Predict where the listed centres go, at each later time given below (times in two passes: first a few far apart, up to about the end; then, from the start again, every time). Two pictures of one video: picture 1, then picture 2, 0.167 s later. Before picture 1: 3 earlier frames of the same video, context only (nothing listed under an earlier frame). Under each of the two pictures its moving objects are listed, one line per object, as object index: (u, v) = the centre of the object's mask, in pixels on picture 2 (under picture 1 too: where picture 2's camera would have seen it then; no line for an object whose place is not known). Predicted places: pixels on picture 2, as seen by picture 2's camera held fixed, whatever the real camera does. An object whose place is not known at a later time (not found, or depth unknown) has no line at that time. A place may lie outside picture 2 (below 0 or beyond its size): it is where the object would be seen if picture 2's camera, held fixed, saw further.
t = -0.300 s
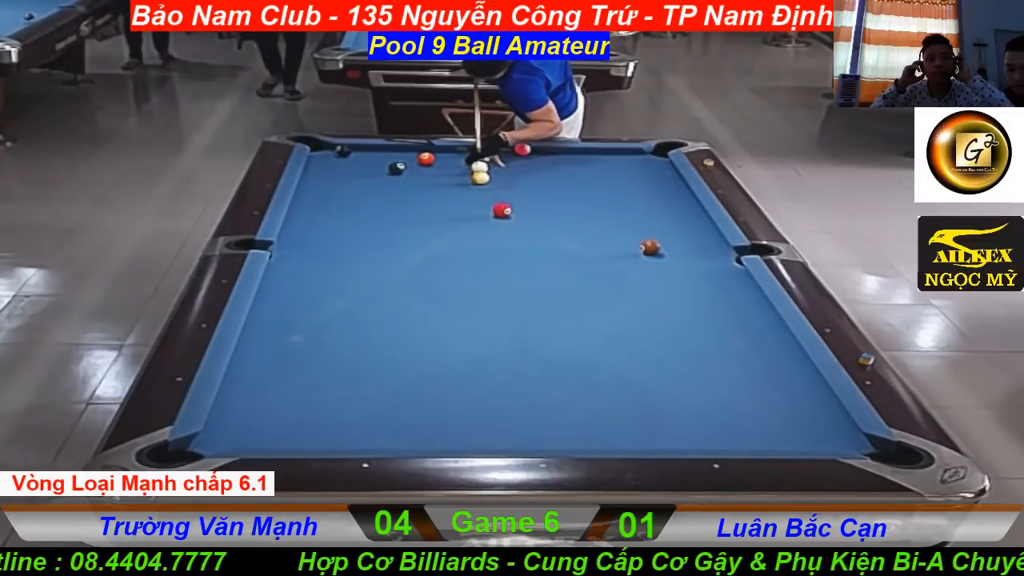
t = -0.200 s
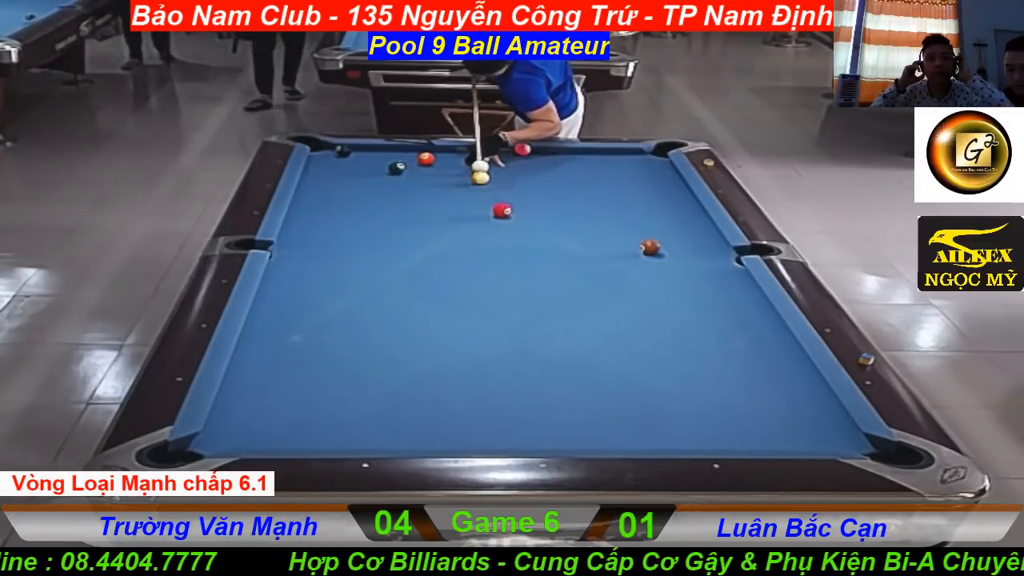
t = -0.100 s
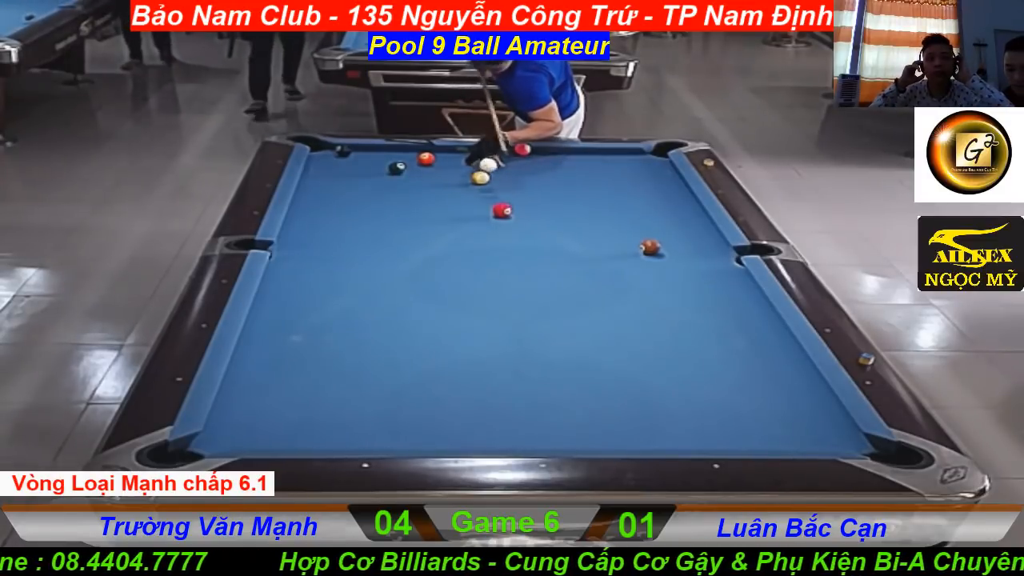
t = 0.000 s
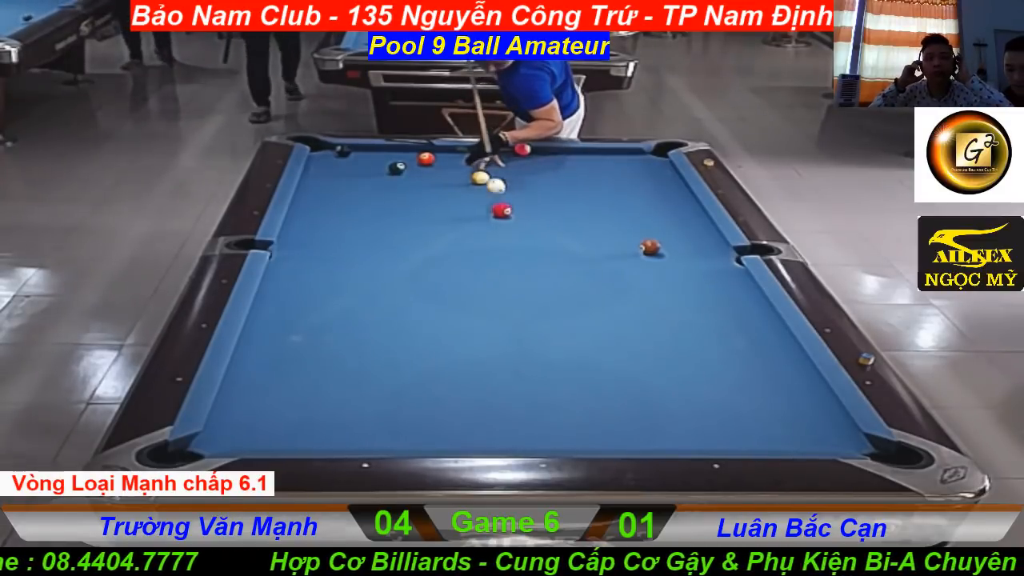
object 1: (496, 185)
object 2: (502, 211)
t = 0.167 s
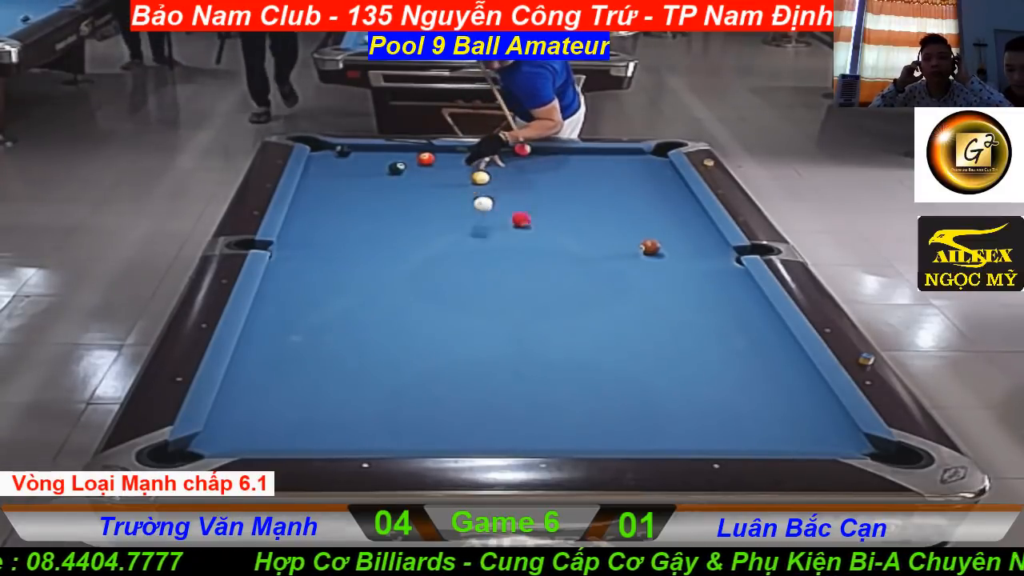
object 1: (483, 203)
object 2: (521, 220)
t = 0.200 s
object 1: (479, 212)
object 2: (526, 223)
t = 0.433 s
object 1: (451, 251)
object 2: (559, 239)
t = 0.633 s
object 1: (427, 269)
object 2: (589, 254)
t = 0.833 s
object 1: (405, 279)
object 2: (620, 269)
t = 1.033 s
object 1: (382, 288)
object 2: (653, 285)
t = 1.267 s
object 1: (356, 299)
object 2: (692, 305)
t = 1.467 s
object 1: (333, 309)
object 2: (728, 322)
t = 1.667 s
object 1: (311, 318)
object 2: (765, 341)
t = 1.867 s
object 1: (289, 328)
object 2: (791, 358)
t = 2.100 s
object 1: (264, 339)
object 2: (788, 376)
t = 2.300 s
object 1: (250, 347)
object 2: (785, 393)
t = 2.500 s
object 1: (257, 354)
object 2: (782, 408)
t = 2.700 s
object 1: (265, 360)
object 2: (780, 425)
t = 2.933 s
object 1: (273, 367)
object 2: (776, 441)
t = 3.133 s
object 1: (279, 372)
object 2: (763, 436)
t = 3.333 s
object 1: (286, 377)
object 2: (749, 427)
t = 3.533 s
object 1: (292, 381)
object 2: (738, 420)
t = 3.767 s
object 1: (299, 386)
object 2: (726, 411)
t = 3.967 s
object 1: (304, 389)
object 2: (717, 405)
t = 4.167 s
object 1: (308, 391)
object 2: (709, 399)
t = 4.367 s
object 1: (312, 393)
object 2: (703, 395)
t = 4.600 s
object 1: (314, 395)
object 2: (697, 390)
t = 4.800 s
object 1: (317, 396)
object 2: (693, 387)
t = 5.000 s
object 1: (318, 396)
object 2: (689, 384)
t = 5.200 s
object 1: (318, 396)
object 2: (686, 382)
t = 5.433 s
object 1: (318, 396)
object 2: (683, 380)
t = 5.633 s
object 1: (318, 396)
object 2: (682, 379)
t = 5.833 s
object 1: (318, 396)
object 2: (682, 379)
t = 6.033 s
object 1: (318, 396)
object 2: (683, 380)
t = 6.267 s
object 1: (318, 396)
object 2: (683, 379)
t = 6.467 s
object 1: (318, 396)
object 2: (682, 379)
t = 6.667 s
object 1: (318, 396)
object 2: (682, 379)
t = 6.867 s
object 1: (318, 396)
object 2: (682, 379)
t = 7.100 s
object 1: (318, 396)
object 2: (683, 379)
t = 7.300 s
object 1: (318, 396)
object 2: (682, 379)
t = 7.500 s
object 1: (318, 396)
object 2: (683, 379)
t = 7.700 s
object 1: (318, 396)
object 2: (683, 379)
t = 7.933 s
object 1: (318, 396)
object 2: (683, 379)
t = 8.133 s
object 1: (318, 396)
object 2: (683, 379)
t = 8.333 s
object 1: (318, 396)
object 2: (683, 379)
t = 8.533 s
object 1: (318, 396)
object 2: (683, 379)
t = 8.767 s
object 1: (318, 396)
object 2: (683, 379)
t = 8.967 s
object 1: (318, 396)
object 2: (683, 379)
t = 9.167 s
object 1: (318, 396)
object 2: (683, 379)
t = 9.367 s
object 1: (318, 396)
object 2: (683, 380)
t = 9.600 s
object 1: (318, 396)
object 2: (683, 380)
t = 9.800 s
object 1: (318, 396)
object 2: (682, 379)
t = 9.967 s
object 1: (318, 396)
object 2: (683, 379)
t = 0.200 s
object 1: (479, 212)
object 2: (526, 223)
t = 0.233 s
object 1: (475, 224)
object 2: (530, 225)
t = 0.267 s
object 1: (471, 234)
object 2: (535, 227)
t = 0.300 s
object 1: (467, 233)
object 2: (540, 230)
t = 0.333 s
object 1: (463, 236)
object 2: (545, 232)
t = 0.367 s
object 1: (460, 240)
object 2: (550, 234)
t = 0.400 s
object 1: (455, 249)
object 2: (554, 237)
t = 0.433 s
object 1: (451, 251)
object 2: (559, 239)
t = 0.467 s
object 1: (447, 255)
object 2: (564, 241)
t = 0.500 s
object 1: (443, 259)
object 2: (568, 244)
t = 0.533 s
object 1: (439, 262)
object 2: (574, 246)
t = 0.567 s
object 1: (435, 265)
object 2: (579, 249)
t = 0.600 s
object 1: (431, 267)
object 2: (584, 251)
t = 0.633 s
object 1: (427, 269)
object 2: (589, 254)
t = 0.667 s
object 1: (424, 271)
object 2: (594, 256)
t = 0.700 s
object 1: (420, 272)
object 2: (599, 259)
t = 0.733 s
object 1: (416, 274)
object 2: (604, 262)
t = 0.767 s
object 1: (412, 275)
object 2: (610, 264)
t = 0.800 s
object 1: (409, 277)
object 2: (615, 267)
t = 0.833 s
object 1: (405, 279)
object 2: (620, 269)
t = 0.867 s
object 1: (401, 280)
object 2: (626, 272)
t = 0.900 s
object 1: (397, 282)
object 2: (631, 274)
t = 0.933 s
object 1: (393, 283)
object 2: (636, 277)
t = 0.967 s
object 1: (390, 285)
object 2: (641, 279)
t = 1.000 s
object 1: (386, 286)
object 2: (647, 283)
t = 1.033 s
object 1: (382, 288)
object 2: (653, 285)
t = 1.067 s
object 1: (379, 289)
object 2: (658, 288)
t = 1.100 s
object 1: (375, 291)
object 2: (664, 291)
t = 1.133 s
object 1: (371, 293)
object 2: (669, 293)
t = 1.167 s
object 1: (367, 294)
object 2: (675, 296)
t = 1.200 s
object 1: (363, 296)
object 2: (681, 299)
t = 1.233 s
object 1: (360, 298)
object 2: (686, 302)
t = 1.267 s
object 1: (356, 299)
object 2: (692, 305)
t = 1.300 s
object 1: (352, 301)
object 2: (698, 308)
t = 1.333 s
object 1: (348, 303)
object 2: (704, 310)
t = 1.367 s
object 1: (345, 304)
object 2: (710, 313)
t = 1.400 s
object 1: (341, 305)
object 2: (716, 316)
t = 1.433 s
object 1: (337, 307)
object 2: (722, 319)
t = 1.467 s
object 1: (333, 309)
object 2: (728, 322)
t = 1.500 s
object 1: (330, 311)
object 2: (734, 325)
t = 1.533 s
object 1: (326, 312)
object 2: (740, 328)
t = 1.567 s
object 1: (322, 314)
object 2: (746, 331)
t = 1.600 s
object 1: (319, 315)
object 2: (753, 334)
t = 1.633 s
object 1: (315, 317)
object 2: (759, 337)
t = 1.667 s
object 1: (311, 318)
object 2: (765, 341)
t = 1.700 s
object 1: (307, 320)
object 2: (772, 344)
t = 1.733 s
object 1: (304, 321)
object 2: (778, 347)
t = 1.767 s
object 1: (300, 323)
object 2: (784, 350)
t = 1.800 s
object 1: (296, 325)
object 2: (791, 353)
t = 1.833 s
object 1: (292, 326)
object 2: (792, 356)
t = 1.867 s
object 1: (289, 328)
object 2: (791, 358)
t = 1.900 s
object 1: (285, 329)
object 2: (791, 361)
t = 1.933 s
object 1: (282, 331)
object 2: (790, 363)
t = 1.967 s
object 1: (279, 332)
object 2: (790, 366)
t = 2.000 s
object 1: (275, 334)
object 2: (790, 369)
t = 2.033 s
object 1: (271, 335)
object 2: (789, 371)
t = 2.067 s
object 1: (267, 337)
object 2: (789, 374)
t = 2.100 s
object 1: (264, 339)
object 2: (788, 376)
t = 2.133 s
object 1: (260, 340)
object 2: (788, 379)
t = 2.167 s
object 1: (257, 342)
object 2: (787, 382)
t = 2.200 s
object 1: (253, 343)
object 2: (787, 384)
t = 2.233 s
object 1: (249, 345)
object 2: (786, 386)
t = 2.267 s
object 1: (249, 346)
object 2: (786, 389)
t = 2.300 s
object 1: (250, 347)
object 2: (785, 393)
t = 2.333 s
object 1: (252, 349)
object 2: (785, 395)
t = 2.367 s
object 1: (253, 350)
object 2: (785, 397)
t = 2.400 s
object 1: (254, 351)
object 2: (784, 400)
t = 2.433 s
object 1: (255, 352)
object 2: (783, 403)
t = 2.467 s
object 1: (256, 353)
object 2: (783, 406)
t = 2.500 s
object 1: (257, 354)
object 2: (782, 408)
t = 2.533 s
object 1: (259, 355)
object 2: (782, 411)
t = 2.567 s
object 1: (260, 356)
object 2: (781, 414)
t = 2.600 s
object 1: (261, 357)
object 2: (781, 417)
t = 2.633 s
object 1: (262, 358)
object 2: (780, 419)
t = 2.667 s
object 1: (264, 359)
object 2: (780, 422)
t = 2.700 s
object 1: (265, 360)
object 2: (780, 425)
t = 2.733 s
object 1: (266, 361)
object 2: (779, 428)
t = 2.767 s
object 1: (267, 362)
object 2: (779, 430)
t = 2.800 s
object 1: (268, 363)
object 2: (778, 433)
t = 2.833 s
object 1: (270, 364)
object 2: (778, 435)
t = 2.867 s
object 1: (270, 365)
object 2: (777, 437)
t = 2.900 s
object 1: (271, 366)
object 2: (777, 439)
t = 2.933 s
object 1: (273, 367)
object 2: (776, 441)
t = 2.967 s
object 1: (274, 368)
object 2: (774, 441)
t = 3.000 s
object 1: (275, 369)
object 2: (772, 439)
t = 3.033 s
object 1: (276, 370)
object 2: (769, 438)
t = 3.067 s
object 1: (277, 371)
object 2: (767, 438)
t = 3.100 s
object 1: (278, 371)
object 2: (765, 437)
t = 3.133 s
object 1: (279, 372)
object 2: (763, 436)
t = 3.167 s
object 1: (281, 373)
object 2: (761, 435)
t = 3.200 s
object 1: (282, 374)
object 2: (759, 434)
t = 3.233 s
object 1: (283, 375)
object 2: (757, 433)
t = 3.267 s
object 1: (284, 376)
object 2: (753, 431)
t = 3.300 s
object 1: (285, 376)
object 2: (752, 428)
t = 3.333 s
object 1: (286, 377)
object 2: (749, 427)
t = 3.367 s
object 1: (287, 378)
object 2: (747, 426)
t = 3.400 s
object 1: (288, 379)
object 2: (745, 425)
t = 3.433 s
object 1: (289, 379)
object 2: (743, 423)
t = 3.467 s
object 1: (290, 380)
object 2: (741, 422)
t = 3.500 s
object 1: (291, 381)
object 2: (740, 421)
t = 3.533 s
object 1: (292, 381)
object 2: (738, 420)
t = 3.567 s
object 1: (293, 382)
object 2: (736, 418)
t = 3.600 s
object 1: (294, 383)
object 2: (734, 417)
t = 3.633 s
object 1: (295, 383)
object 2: (732, 416)
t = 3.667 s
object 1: (296, 384)
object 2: (731, 415)
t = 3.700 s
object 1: (297, 384)
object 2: (729, 413)
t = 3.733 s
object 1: (298, 385)
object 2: (727, 412)
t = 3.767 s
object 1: (299, 386)
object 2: (726, 411)
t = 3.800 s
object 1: (300, 386)
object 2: (724, 410)
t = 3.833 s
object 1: (300, 387)
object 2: (722, 409)
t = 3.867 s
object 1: (301, 387)
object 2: (721, 408)
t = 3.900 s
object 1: (302, 388)
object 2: (720, 407)
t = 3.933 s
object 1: (303, 388)
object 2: (718, 406)
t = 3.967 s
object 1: (304, 389)
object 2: (717, 405)
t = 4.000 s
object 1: (305, 389)
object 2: (715, 404)
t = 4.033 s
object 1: (305, 390)
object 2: (714, 403)
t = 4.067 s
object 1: (306, 390)
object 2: (713, 402)
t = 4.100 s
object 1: (307, 390)
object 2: (712, 401)
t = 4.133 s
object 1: (308, 391)
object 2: (710, 400)
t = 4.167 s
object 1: (308, 391)
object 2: (709, 399)
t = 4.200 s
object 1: (309, 392)
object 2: (708, 399)
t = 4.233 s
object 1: (309, 392)
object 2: (707, 398)
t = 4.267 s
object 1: (310, 392)
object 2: (706, 397)
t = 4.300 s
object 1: (310, 393)
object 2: (704, 396)
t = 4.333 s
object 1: (311, 393)
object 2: (704, 395)
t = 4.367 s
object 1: (312, 393)
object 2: (703, 395)
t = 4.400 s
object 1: (312, 394)
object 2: (702, 394)
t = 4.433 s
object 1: (312, 394)
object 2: (701, 394)
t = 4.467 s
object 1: (313, 394)
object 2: (700, 393)
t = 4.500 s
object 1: (313, 394)
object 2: (699, 392)
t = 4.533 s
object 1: (314, 395)
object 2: (698, 391)
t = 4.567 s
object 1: (314, 395)
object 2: (698, 391)
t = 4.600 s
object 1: (314, 395)
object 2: (697, 390)
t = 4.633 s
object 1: (315, 395)
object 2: (696, 390)
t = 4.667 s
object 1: (315, 395)
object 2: (695, 389)
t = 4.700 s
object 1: (316, 396)
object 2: (694, 389)
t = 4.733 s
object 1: (316, 396)
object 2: (694, 388)
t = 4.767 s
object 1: (316, 396)
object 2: (693, 387)
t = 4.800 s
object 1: (317, 396)
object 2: (693, 387)
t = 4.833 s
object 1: (317, 396)
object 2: (692, 386)
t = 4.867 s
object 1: (317, 396)
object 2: (691, 386)
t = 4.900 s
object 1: (317, 396)
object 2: (691, 385)
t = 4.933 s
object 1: (317, 396)
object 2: (690, 385)
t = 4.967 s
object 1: (318, 396)
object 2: (689, 384)
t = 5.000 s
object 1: (318, 396)
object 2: (689, 384)
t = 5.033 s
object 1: (318, 396)
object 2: (688, 384)
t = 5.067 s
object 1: (318, 396)
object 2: (688, 383)
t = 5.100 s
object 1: (318, 396)
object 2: (688, 383)
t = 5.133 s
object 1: (318, 396)
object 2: (687, 382)
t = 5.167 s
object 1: (318, 396)
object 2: (687, 382)
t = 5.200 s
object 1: (318, 396)
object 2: (686, 382)
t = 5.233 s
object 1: (318, 396)
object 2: (686, 382)
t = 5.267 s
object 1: (318, 396)
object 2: (685, 381)
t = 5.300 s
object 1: (318, 396)
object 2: (685, 381)
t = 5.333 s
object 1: (318, 396)
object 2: (684, 381)
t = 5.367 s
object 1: (318, 396)
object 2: (684, 381)
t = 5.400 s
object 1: (318, 396)
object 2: (684, 380)
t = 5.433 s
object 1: (318, 396)
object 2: (683, 380)
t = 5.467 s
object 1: (318, 396)
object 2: (683, 380)
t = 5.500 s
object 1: (318, 396)
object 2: (683, 380)
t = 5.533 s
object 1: (318, 396)
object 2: (683, 380)
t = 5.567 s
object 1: (318, 396)
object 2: (682, 380)
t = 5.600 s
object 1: (318, 396)
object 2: (682, 379)
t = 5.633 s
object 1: (318, 396)
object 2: (682, 379)
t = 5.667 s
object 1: (318, 396)
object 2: (682, 379)
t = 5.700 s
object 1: (318, 396)
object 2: (682, 379)
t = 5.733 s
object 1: (318, 396)
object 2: (682, 379)
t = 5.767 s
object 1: (318, 396)
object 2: (682, 379)
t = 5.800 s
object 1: (318, 396)
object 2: (682, 379)
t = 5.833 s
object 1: (318, 396)
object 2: (682, 379)
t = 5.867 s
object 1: (318, 396)
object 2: (683, 379)
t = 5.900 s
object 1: (318, 396)
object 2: (683, 379)
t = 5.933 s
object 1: (318, 396)
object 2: (683, 379)
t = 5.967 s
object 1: (318, 396)
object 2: (683, 380)
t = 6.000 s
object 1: (318, 396)
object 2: (683, 380)
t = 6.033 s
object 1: (318, 396)
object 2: (683, 380)
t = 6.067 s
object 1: (318, 396)
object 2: (683, 380)
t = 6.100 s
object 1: (318, 396)
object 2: (683, 380)
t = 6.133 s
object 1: (318, 396)
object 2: (683, 380)
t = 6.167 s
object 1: (318, 396)
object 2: (683, 380)
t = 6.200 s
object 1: (318, 396)
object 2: (683, 379)
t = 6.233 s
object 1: (318, 396)
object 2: (683, 379)
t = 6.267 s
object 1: (318, 396)
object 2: (683, 379)
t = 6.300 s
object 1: (318, 396)
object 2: (683, 379)
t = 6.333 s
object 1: (318, 396)
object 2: (682, 380)
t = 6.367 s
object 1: (318, 396)
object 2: (682, 380)
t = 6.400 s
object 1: (318, 396)
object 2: (682, 380)
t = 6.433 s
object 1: (318, 396)
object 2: (682, 379)
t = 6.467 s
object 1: (318, 396)
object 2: (682, 379)
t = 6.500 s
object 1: (318, 396)
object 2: (682, 379)
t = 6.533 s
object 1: (318, 396)
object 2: (682, 379)
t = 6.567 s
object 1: (318, 396)
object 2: (682, 379)
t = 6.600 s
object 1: (318, 396)
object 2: (682, 379)
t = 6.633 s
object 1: (318, 396)
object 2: (683, 379)
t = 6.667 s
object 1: (318, 396)
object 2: (682, 379)
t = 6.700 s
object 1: (318, 396)
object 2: (682, 379)
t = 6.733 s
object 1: (318, 396)
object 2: (682, 379)
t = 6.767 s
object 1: (318, 396)
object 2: (682, 379)
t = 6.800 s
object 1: (318, 396)
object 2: (683, 379)
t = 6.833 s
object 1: (318, 396)
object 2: (682, 379)
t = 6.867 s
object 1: (318, 396)
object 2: (682, 379)
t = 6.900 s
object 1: (318, 396)
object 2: (682, 379)
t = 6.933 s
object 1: (318, 396)
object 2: (682, 379)
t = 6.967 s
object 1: (318, 396)
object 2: (682, 379)
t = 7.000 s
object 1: (318, 396)
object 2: (683, 379)
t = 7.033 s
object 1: (318, 396)
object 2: (682, 379)
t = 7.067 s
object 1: (318, 396)
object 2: (683, 379)
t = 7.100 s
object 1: (318, 396)
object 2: (683, 379)
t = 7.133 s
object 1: (318, 396)
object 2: (683, 379)
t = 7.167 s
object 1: (318, 396)
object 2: (683, 379)
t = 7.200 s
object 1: (318, 396)
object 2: (683, 379)
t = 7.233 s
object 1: (318, 396)
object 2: (683, 379)
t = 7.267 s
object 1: (318, 396)
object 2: (683, 379)
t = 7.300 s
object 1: (318, 396)
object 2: (682, 379)
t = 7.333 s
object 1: (318, 396)
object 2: (683, 379)
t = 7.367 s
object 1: (318, 396)
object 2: (683, 379)
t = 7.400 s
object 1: (318, 396)
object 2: (683, 379)
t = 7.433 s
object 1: (318, 396)
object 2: (683, 379)
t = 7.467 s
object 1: (318, 396)
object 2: (683, 379)
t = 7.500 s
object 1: (318, 396)
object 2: (683, 379)
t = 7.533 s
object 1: (318, 396)
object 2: (683, 379)
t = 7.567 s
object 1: (318, 396)
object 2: (683, 379)
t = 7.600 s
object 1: (318, 396)
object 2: (683, 379)
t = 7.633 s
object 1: (318, 396)
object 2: (683, 379)
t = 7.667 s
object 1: (318, 396)
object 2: (683, 379)
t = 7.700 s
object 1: (318, 396)
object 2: (683, 379)
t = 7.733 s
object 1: (318, 396)
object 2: (683, 379)
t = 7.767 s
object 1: (318, 396)
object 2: (683, 379)
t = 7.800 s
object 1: (318, 396)
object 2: (683, 379)
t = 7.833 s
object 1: (318, 396)
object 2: (683, 379)
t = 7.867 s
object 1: (318, 396)
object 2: (683, 379)
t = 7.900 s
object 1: (318, 396)
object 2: (683, 379)
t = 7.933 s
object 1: (318, 396)
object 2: (683, 379)
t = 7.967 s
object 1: (318, 396)
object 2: (683, 379)
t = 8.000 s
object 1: (318, 396)
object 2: (683, 379)
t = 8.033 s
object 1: (318, 396)
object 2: (683, 379)
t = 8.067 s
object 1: (318, 396)
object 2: (683, 379)
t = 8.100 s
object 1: (318, 396)
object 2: (683, 379)
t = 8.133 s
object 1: (318, 396)
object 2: (683, 379)
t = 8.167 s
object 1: (318, 396)
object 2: (683, 379)
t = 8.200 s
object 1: (318, 396)
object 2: (683, 379)
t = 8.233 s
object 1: (318, 396)
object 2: (683, 379)
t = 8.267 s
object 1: (318, 396)
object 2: (683, 379)
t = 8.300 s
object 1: (318, 396)
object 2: (683, 379)
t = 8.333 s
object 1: (318, 396)
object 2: (683, 379)
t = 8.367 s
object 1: (318, 396)
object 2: (683, 379)
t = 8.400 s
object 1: (318, 396)
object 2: (683, 379)
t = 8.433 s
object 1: (318, 396)
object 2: (683, 379)
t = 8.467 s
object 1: (318, 396)
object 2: (683, 379)
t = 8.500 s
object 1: (318, 396)
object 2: (683, 379)
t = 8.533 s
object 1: (318, 396)
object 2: (683, 379)
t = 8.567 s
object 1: (318, 396)
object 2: (683, 379)
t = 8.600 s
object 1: (318, 396)
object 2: (683, 379)
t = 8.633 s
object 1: (318, 396)
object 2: (683, 379)
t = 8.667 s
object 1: (318, 396)
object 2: (683, 379)
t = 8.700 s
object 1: (318, 396)
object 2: (683, 379)
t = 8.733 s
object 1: (318, 396)
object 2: (683, 379)
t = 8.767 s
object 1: (318, 396)
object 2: (683, 379)
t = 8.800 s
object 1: (318, 396)
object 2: (683, 379)
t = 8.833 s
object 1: (318, 396)
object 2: (683, 379)
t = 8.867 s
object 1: (318, 396)
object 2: (683, 379)
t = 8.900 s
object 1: (318, 396)
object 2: (683, 379)
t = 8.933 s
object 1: (318, 396)
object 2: (683, 379)
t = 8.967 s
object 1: (318, 396)
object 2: (683, 379)
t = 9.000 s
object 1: (318, 396)
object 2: (683, 379)
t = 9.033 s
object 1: (318, 396)
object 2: (683, 379)
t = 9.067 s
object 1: (318, 396)
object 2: (683, 379)
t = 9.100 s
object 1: (318, 396)
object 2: (683, 379)
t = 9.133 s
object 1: (318, 396)
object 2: (682, 379)
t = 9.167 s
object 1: (318, 396)
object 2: (683, 379)
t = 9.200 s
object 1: (318, 396)
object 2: (683, 379)
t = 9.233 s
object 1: (318, 396)
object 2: (682, 379)
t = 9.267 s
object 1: (318, 396)
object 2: (682, 379)
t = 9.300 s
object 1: (318, 396)
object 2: (682, 379)
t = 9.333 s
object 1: (318, 396)
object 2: (682, 379)
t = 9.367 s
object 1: (318, 396)
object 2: (683, 380)
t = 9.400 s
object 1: (318, 396)
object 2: (683, 380)
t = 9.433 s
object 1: (318, 396)
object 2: (683, 380)
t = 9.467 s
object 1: (318, 396)
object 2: (683, 380)
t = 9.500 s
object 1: (318, 396)
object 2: (683, 380)
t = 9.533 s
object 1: (318, 396)
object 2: (683, 380)
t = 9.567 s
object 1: (318, 396)
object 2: (683, 380)
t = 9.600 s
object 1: (318, 396)
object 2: (683, 380)
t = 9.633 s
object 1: (318, 396)
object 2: (683, 380)
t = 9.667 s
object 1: (318, 396)
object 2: (683, 380)
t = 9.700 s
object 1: (318, 396)
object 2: (683, 380)
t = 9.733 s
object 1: (318, 396)
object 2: (683, 380)
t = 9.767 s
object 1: (318, 396)
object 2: (682, 380)
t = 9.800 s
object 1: (318, 396)
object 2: (682, 379)
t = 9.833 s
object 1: (318, 396)
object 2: (683, 379)
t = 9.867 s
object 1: (318, 396)
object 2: (682, 379)
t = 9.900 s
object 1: (318, 396)
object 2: (683, 379)
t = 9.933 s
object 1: (318, 396)
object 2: (683, 379)
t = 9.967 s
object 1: (318, 396)
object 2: (683, 379)
